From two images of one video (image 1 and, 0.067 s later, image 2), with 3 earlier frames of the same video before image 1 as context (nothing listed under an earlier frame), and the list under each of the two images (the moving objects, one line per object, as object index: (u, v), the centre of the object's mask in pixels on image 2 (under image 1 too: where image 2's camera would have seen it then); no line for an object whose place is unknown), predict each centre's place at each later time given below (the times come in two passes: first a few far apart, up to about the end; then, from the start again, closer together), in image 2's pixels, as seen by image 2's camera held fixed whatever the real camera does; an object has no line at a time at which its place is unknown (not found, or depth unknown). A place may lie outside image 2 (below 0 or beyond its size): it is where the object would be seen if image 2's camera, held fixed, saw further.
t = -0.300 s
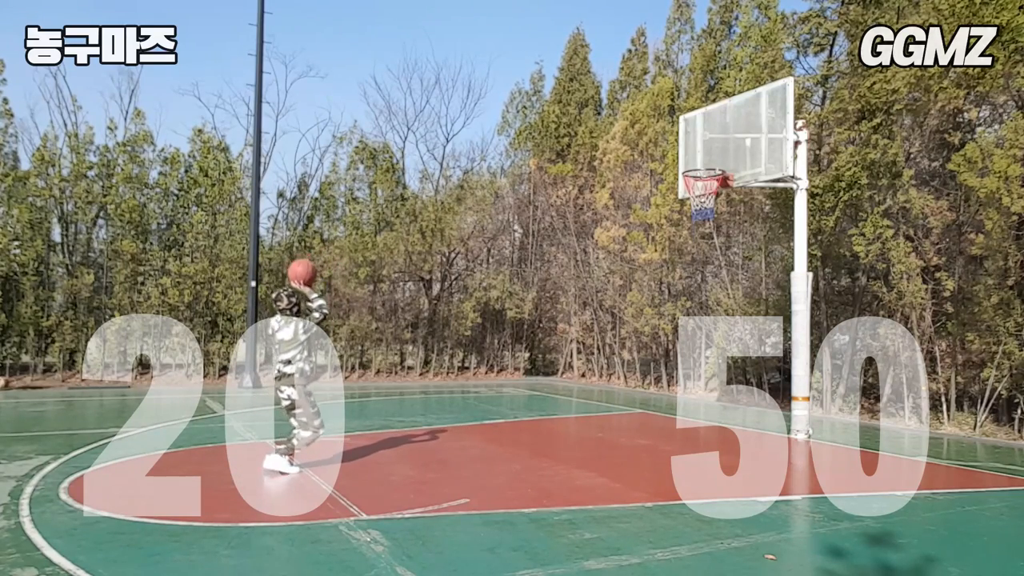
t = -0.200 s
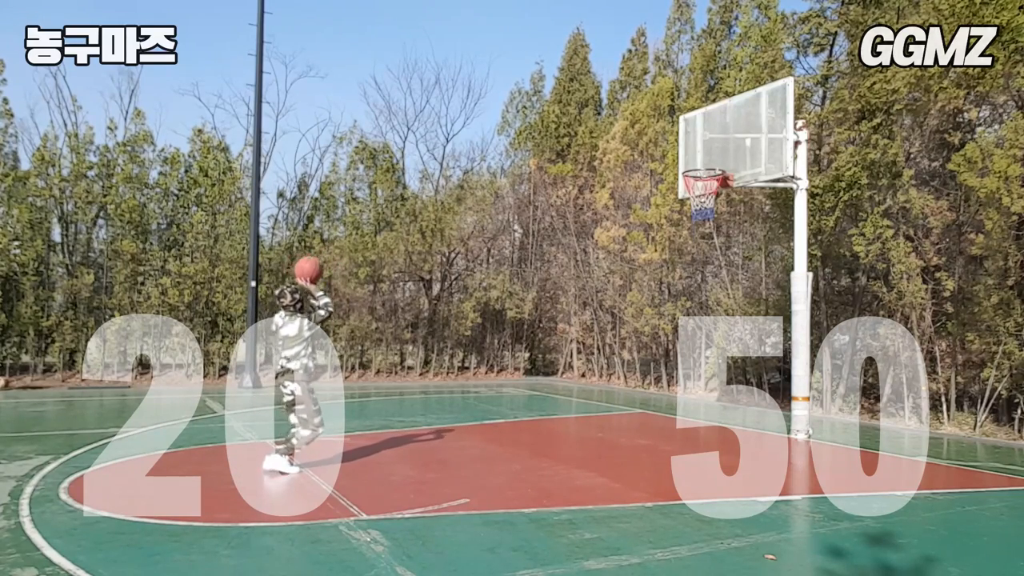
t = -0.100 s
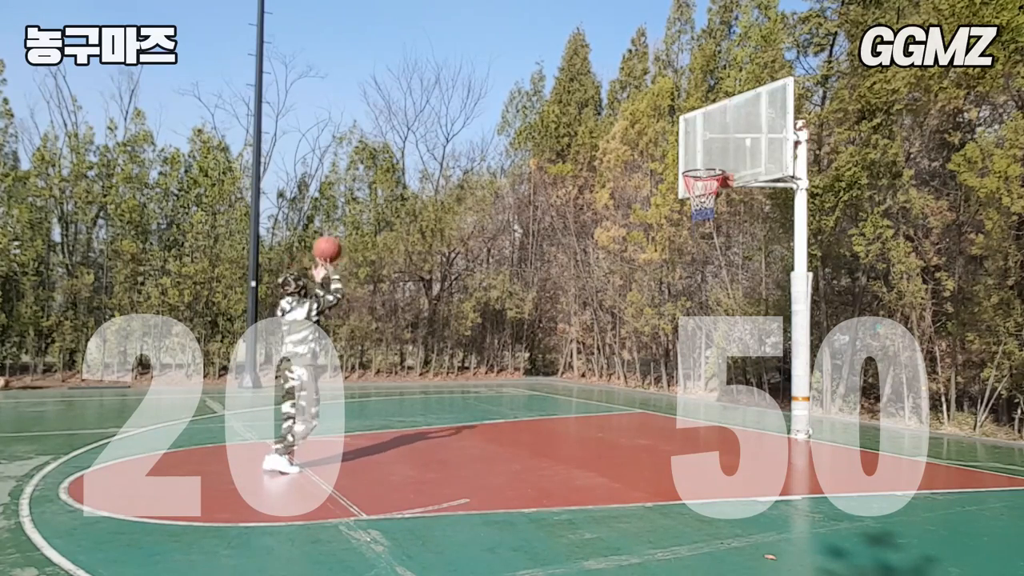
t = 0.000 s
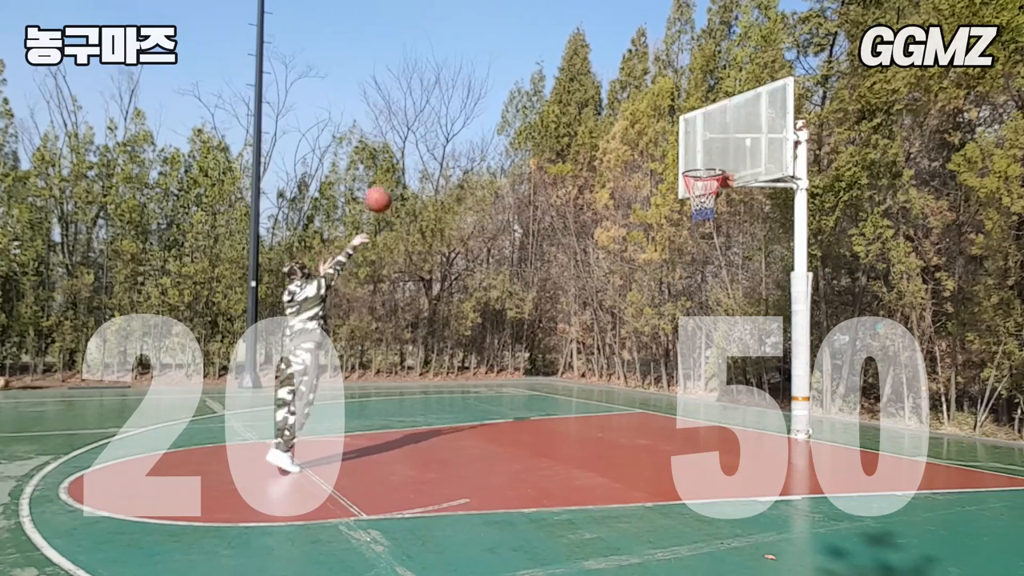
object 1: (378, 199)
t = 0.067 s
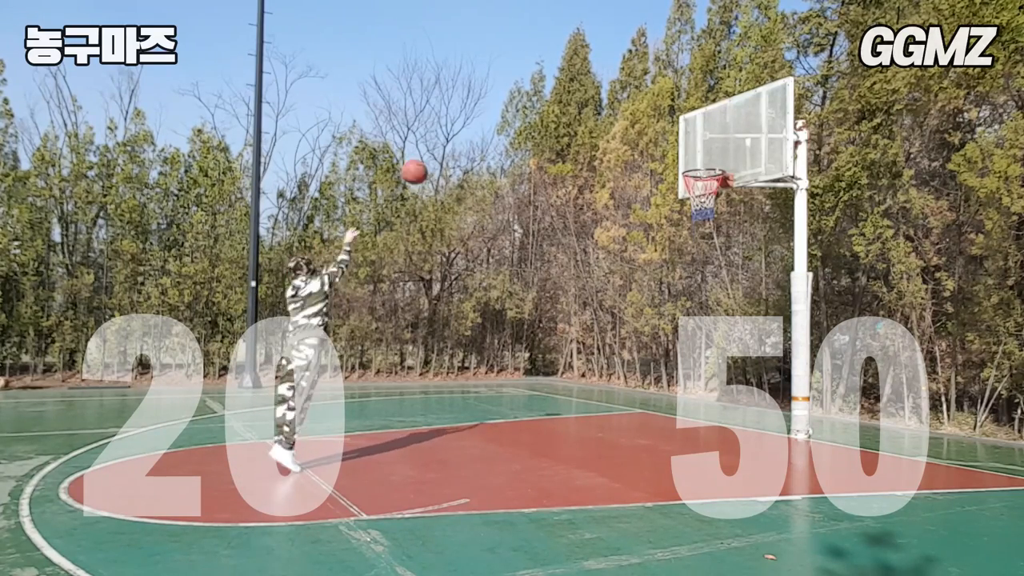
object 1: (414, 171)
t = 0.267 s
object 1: (513, 120)
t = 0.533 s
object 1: (622, 117)
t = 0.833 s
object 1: (705, 187)
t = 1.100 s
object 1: (663, 262)
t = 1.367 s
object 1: (624, 392)
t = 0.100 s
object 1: (431, 159)
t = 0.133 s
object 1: (449, 149)
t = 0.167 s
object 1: (466, 140)
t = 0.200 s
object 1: (481, 132)
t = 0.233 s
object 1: (498, 125)
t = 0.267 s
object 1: (513, 120)
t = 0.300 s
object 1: (527, 116)
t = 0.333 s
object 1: (542, 113)
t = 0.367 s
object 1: (556, 111)
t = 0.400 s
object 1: (570, 110)
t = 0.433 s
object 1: (584, 111)
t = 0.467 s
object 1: (597, 112)
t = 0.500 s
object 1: (610, 114)
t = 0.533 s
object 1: (622, 117)
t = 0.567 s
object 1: (635, 122)
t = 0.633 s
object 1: (658, 133)
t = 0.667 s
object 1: (669, 140)
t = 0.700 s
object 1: (681, 147)
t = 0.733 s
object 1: (692, 156)
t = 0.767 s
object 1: (704, 163)
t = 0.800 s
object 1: (712, 176)
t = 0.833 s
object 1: (705, 187)
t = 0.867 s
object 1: (699, 190)
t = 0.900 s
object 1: (691, 206)
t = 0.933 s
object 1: (687, 215)
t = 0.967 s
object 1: (682, 222)
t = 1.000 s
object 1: (677, 231)
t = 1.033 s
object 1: (673, 240)
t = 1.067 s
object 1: (668, 251)
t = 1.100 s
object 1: (663, 262)
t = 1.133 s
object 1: (658, 275)
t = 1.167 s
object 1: (653, 289)
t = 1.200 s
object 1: (649, 303)
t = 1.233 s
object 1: (644, 318)
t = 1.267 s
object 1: (639, 335)
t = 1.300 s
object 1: (635, 353)
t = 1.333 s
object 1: (630, 371)
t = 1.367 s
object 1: (624, 392)
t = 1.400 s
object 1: (620, 411)
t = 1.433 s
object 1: (616, 429)
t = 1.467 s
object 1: (614, 413)
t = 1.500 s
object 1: (611, 398)
